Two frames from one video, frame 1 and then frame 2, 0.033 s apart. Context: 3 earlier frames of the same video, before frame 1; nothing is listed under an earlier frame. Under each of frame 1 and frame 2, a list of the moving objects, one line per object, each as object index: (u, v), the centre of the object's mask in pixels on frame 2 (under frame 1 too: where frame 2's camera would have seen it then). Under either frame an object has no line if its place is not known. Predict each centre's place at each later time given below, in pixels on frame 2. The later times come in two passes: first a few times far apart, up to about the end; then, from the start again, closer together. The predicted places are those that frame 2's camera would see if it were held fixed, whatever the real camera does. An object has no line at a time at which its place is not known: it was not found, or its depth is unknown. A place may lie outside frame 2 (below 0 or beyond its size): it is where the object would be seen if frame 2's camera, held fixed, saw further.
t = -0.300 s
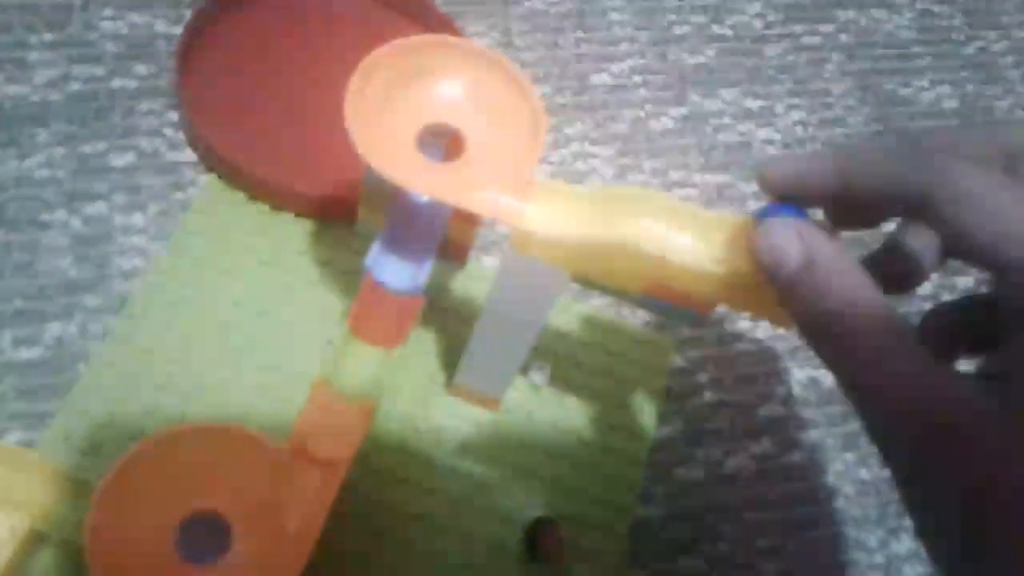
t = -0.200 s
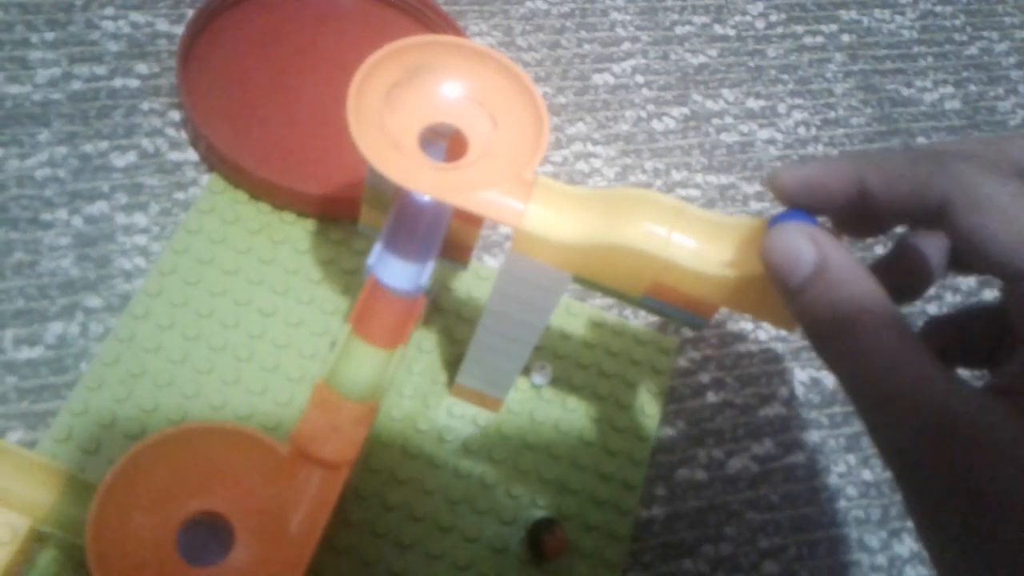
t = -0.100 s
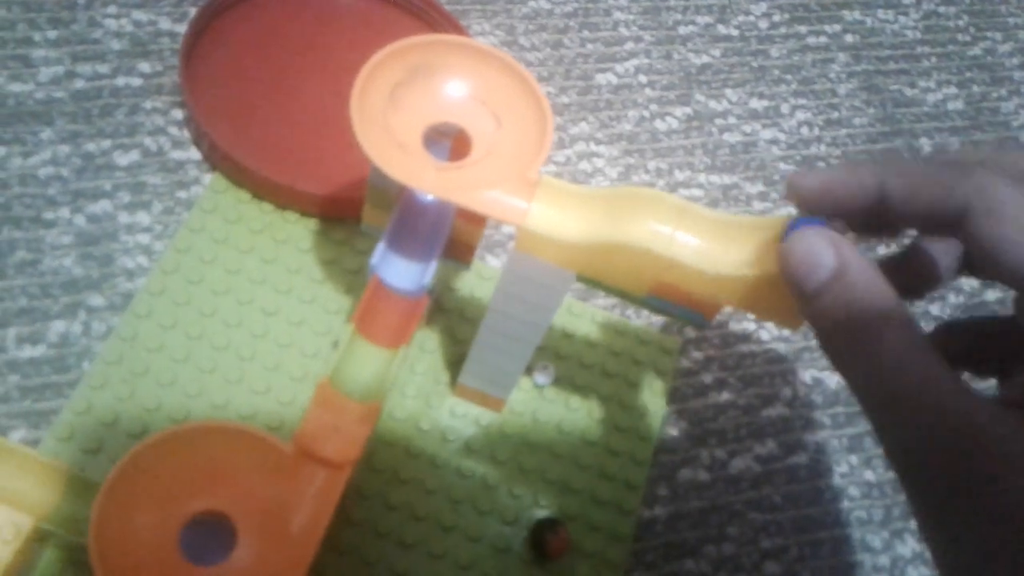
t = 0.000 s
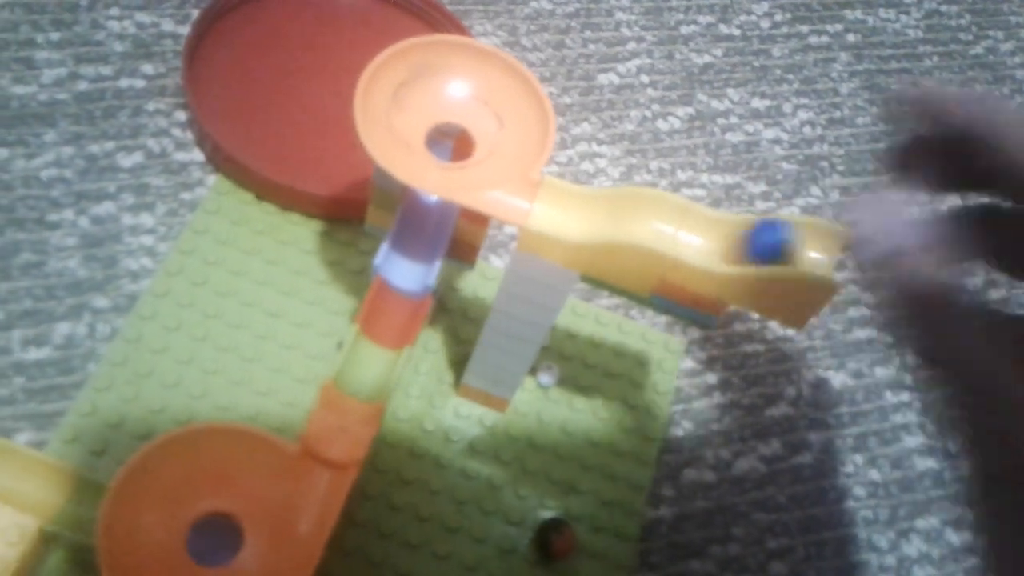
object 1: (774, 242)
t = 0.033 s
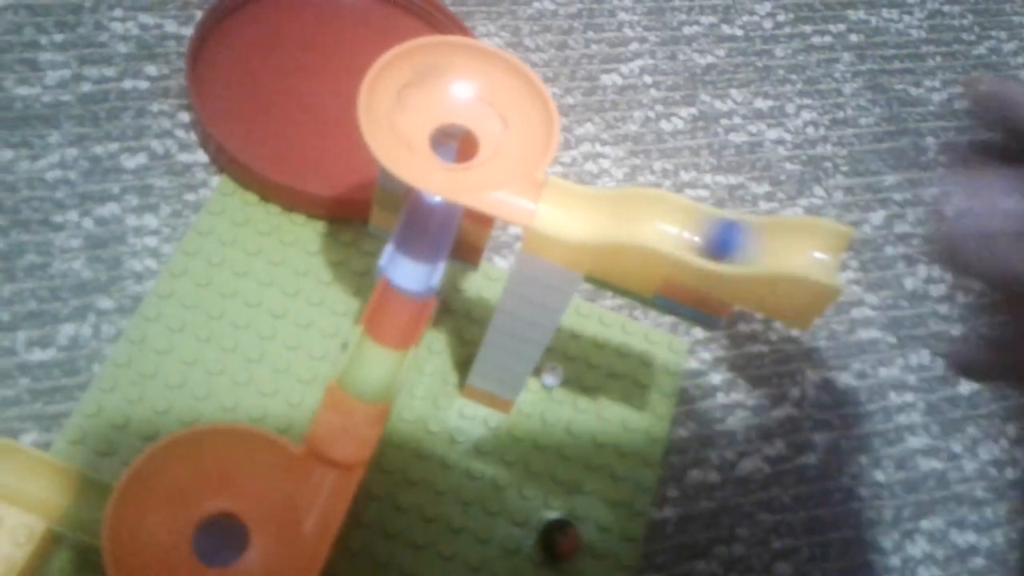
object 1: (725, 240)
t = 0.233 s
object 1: (406, 101)
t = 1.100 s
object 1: (452, 100)
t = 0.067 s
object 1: (676, 223)
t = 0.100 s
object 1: (621, 211)
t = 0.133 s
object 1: (558, 202)
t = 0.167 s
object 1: (507, 176)
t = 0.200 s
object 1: (455, 148)
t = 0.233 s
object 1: (406, 101)
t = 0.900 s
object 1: (467, 157)
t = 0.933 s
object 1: (449, 162)
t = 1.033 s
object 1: (417, 135)
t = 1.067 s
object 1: (431, 118)
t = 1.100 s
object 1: (452, 100)
